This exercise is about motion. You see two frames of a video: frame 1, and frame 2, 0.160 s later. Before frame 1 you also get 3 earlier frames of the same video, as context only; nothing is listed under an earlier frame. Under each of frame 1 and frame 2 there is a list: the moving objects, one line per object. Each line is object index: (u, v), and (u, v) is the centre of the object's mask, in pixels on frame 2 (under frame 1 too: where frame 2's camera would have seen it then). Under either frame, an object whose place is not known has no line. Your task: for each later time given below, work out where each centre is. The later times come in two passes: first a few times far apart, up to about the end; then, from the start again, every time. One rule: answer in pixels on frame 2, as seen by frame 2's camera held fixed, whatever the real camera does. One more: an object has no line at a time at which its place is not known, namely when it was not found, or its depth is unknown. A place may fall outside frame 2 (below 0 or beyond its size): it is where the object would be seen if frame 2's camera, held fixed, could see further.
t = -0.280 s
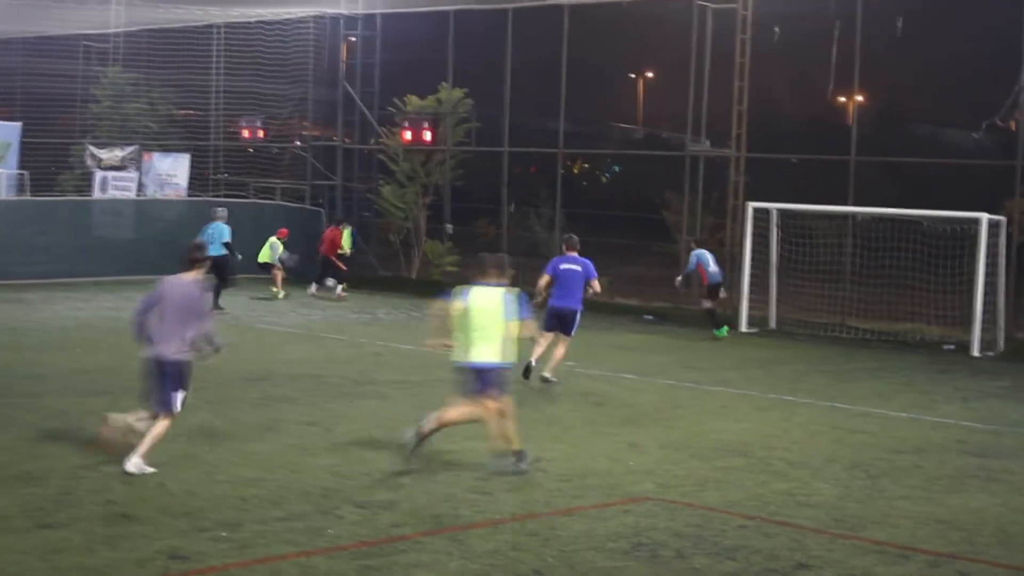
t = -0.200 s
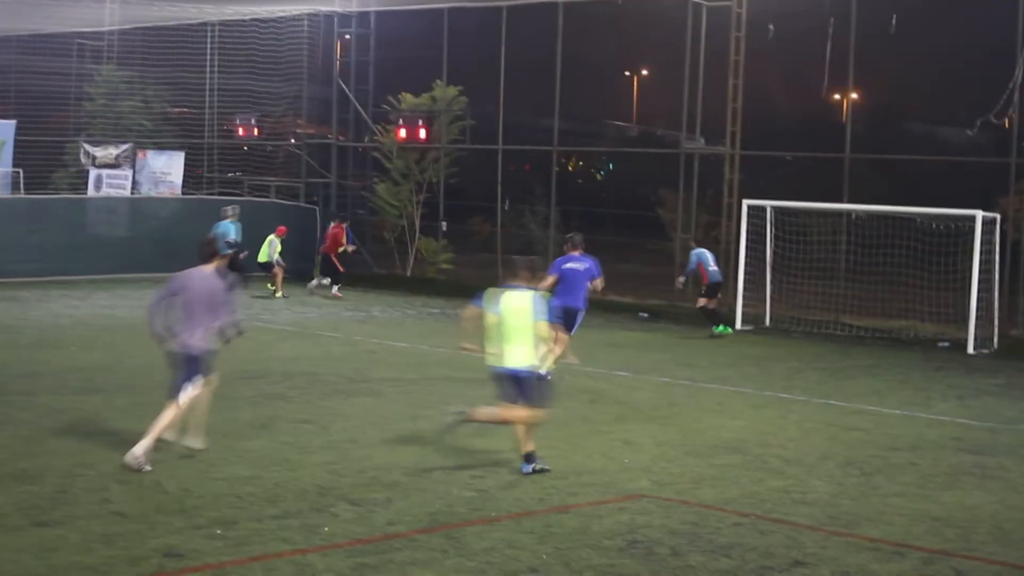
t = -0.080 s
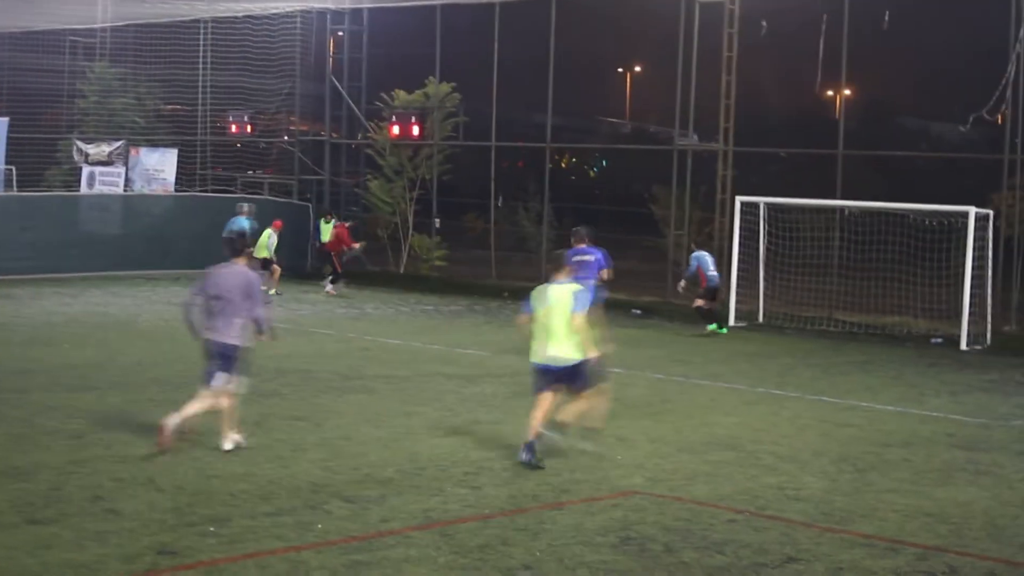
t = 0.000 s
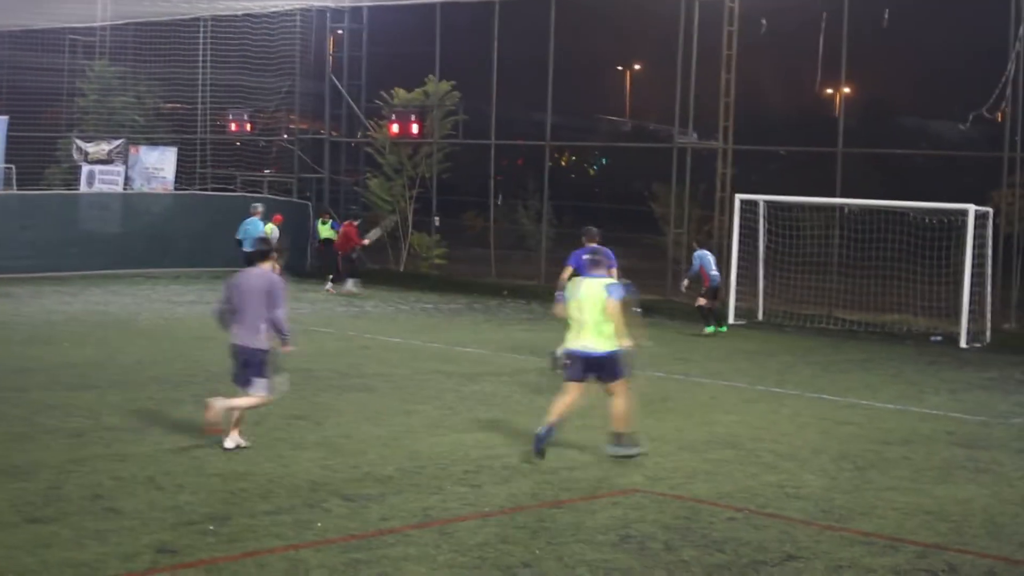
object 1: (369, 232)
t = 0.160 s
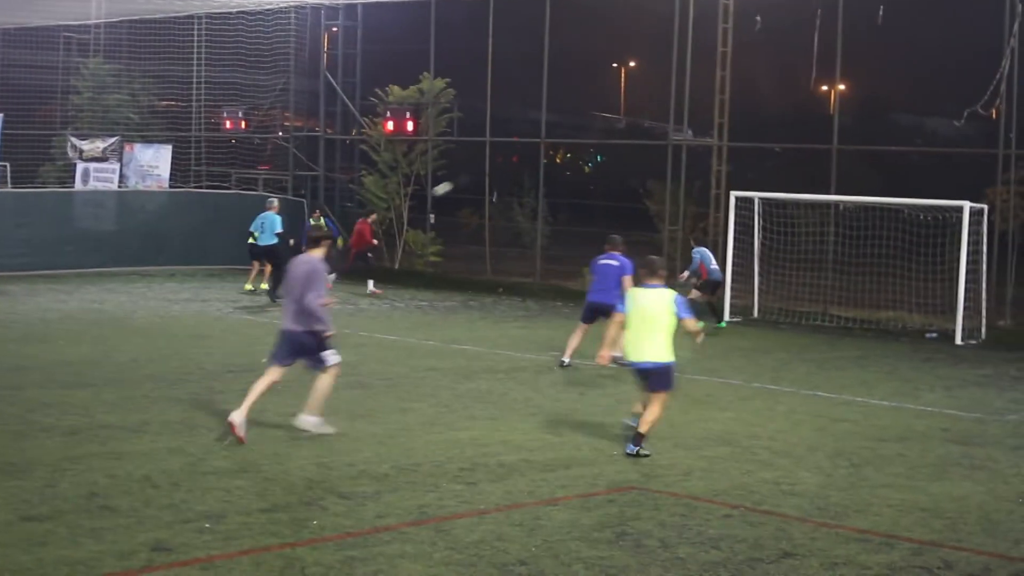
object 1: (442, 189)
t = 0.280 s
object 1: (505, 163)
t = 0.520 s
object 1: (643, 132)
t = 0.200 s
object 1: (462, 179)
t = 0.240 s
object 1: (483, 171)
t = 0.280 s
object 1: (505, 163)
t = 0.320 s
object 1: (527, 156)
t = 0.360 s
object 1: (550, 149)
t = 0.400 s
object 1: (572, 143)
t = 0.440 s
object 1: (595, 139)
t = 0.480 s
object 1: (620, 136)
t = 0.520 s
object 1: (643, 132)
